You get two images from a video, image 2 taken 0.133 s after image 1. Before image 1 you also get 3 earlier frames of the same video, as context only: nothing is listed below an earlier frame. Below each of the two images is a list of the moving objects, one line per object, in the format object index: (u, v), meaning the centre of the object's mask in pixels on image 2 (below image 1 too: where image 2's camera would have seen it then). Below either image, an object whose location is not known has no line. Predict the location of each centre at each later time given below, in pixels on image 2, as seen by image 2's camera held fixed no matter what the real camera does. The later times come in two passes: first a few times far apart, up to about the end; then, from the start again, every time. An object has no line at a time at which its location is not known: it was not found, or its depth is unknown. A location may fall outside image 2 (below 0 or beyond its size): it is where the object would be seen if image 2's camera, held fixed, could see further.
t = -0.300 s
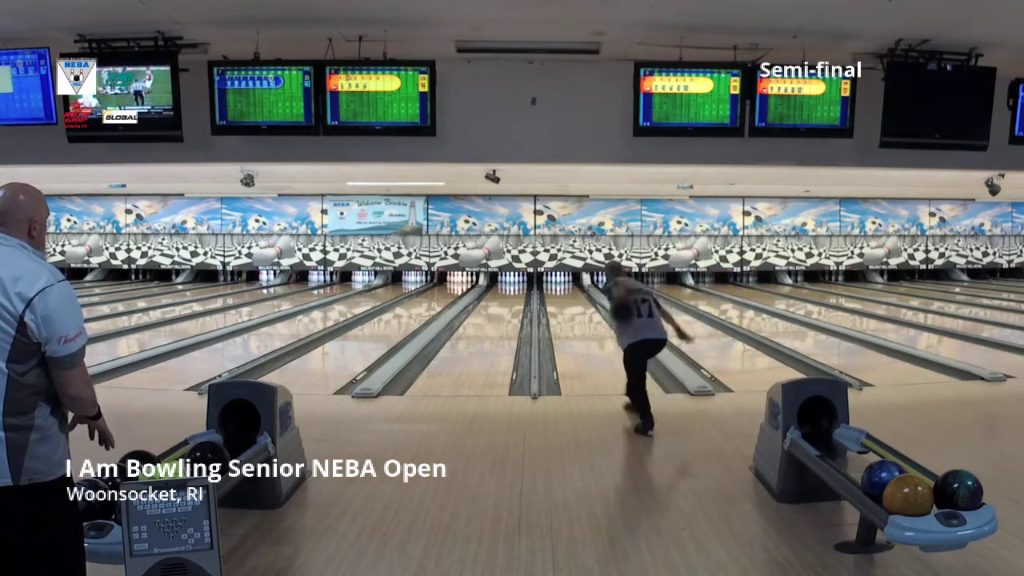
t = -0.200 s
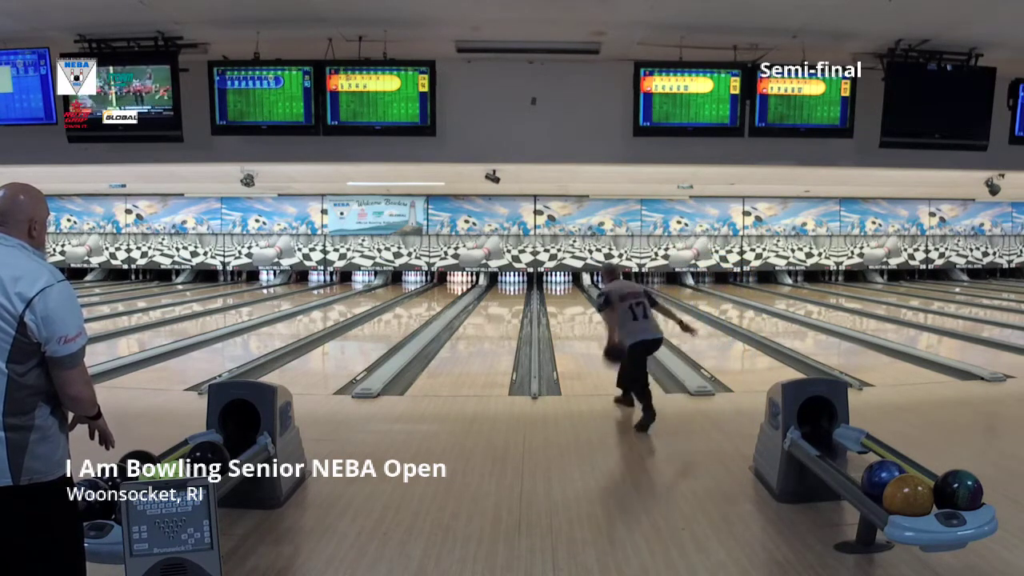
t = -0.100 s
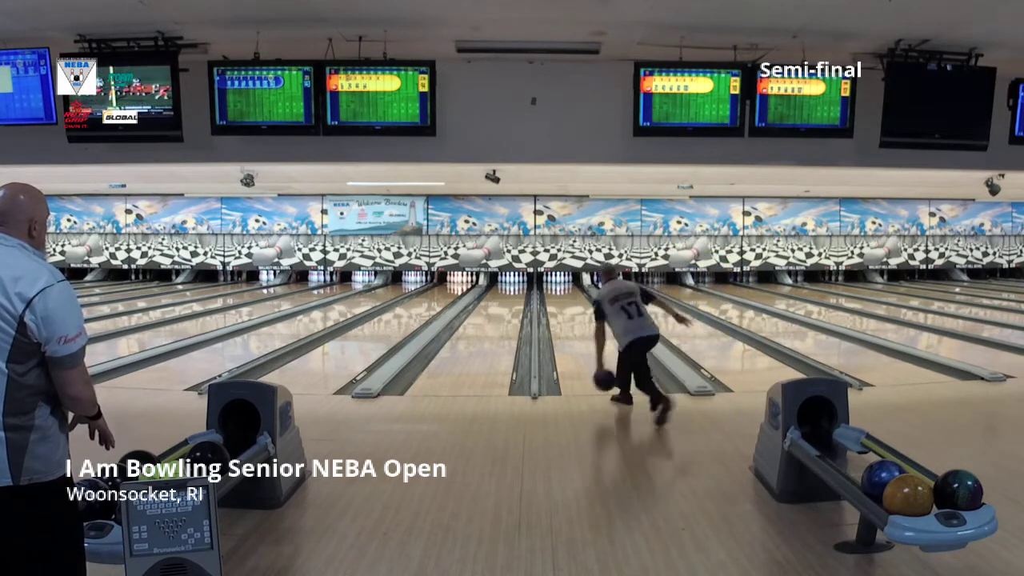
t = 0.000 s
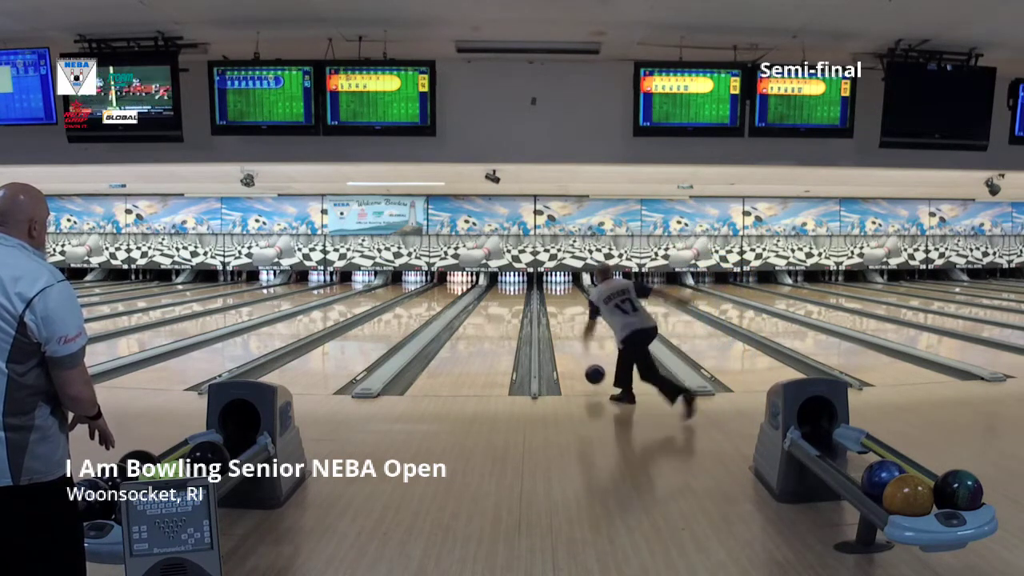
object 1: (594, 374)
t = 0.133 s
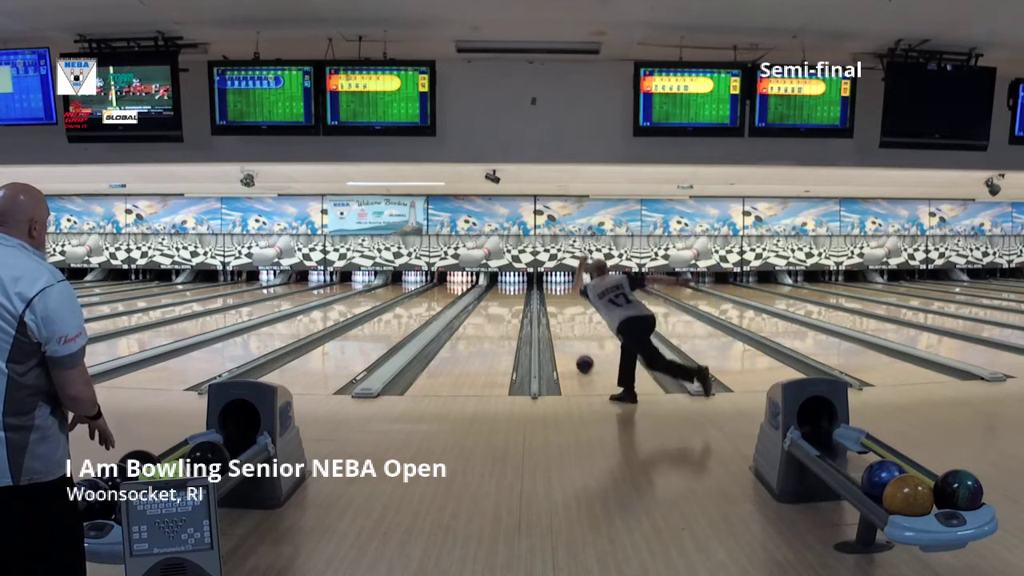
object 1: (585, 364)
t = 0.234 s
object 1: (579, 353)
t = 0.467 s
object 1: (569, 334)
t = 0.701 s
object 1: (562, 320)
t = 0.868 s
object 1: (558, 313)
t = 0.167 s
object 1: (583, 360)
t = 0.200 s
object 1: (581, 357)
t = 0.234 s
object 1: (579, 353)
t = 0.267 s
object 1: (577, 350)
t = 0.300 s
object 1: (575, 347)
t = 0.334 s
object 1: (574, 344)
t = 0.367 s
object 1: (572, 341)
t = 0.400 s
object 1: (571, 339)
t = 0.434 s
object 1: (570, 336)
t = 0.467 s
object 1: (569, 334)
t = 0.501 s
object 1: (567, 332)
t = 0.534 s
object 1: (566, 329)
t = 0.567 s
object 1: (565, 327)
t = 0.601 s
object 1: (564, 326)
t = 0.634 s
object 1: (563, 324)
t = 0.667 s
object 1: (562, 322)
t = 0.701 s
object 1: (562, 320)
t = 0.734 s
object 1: (561, 319)
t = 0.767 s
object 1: (560, 317)
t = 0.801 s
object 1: (559, 316)
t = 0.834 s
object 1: (559, 314)
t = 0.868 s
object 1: (558, 313)
